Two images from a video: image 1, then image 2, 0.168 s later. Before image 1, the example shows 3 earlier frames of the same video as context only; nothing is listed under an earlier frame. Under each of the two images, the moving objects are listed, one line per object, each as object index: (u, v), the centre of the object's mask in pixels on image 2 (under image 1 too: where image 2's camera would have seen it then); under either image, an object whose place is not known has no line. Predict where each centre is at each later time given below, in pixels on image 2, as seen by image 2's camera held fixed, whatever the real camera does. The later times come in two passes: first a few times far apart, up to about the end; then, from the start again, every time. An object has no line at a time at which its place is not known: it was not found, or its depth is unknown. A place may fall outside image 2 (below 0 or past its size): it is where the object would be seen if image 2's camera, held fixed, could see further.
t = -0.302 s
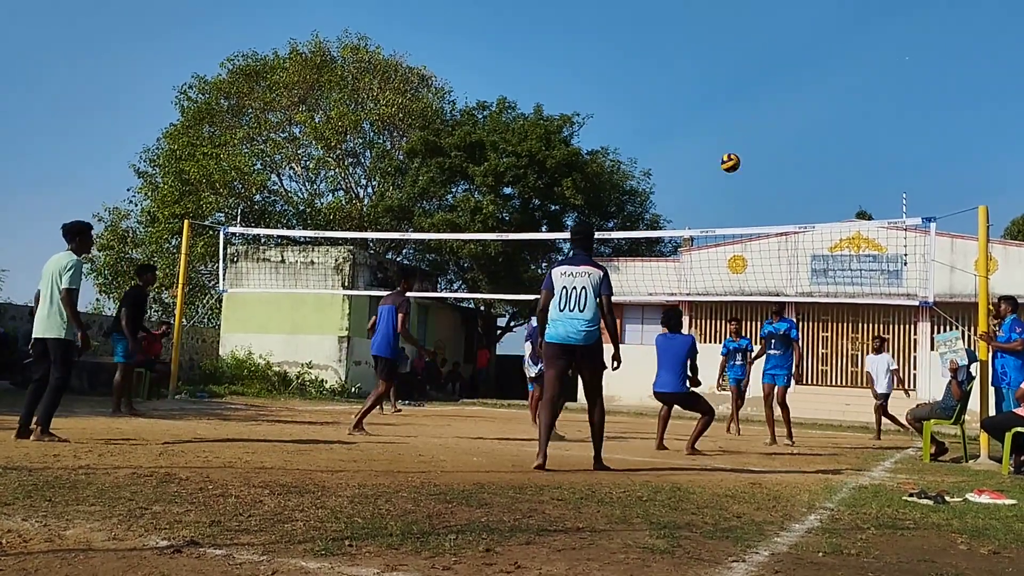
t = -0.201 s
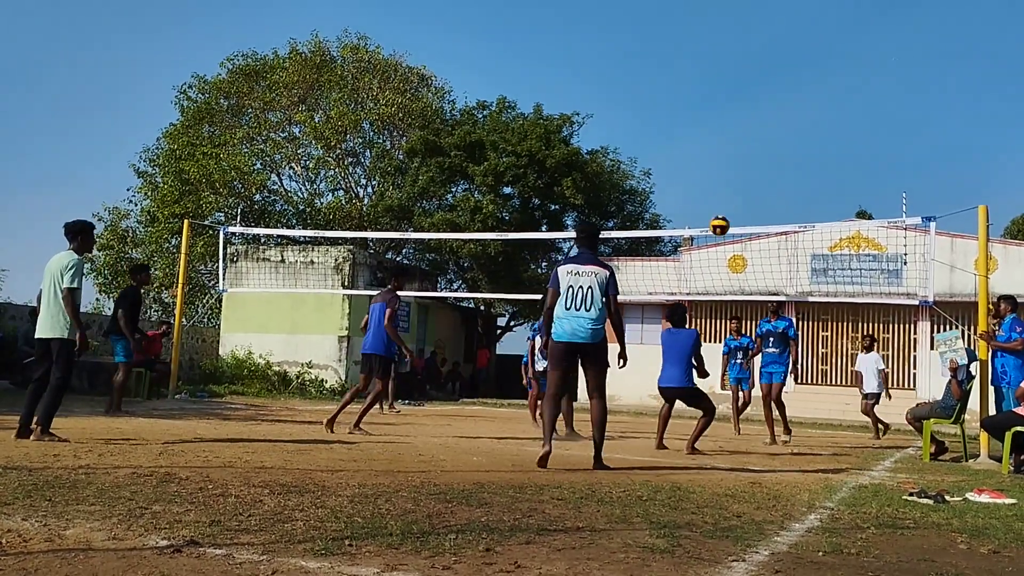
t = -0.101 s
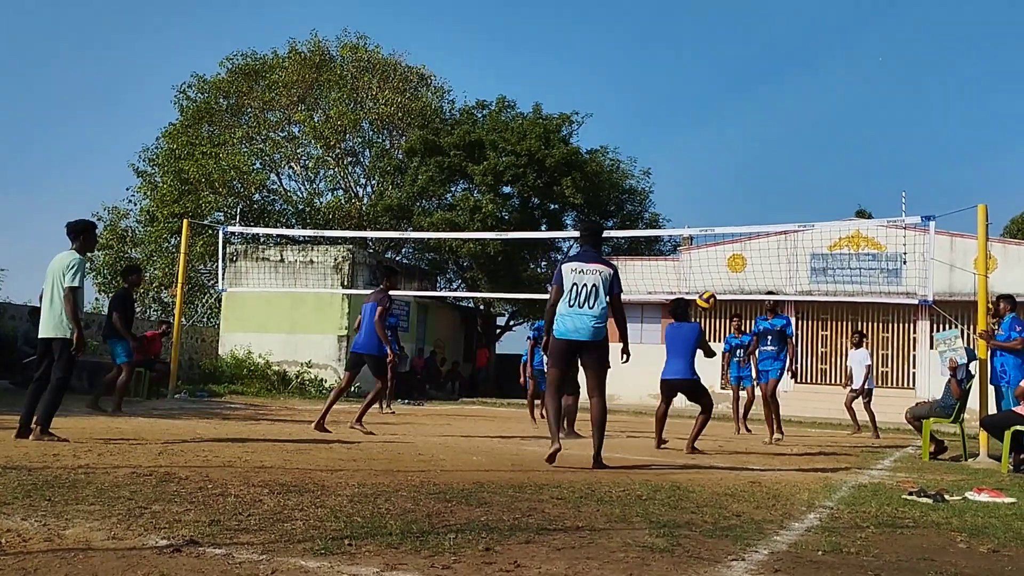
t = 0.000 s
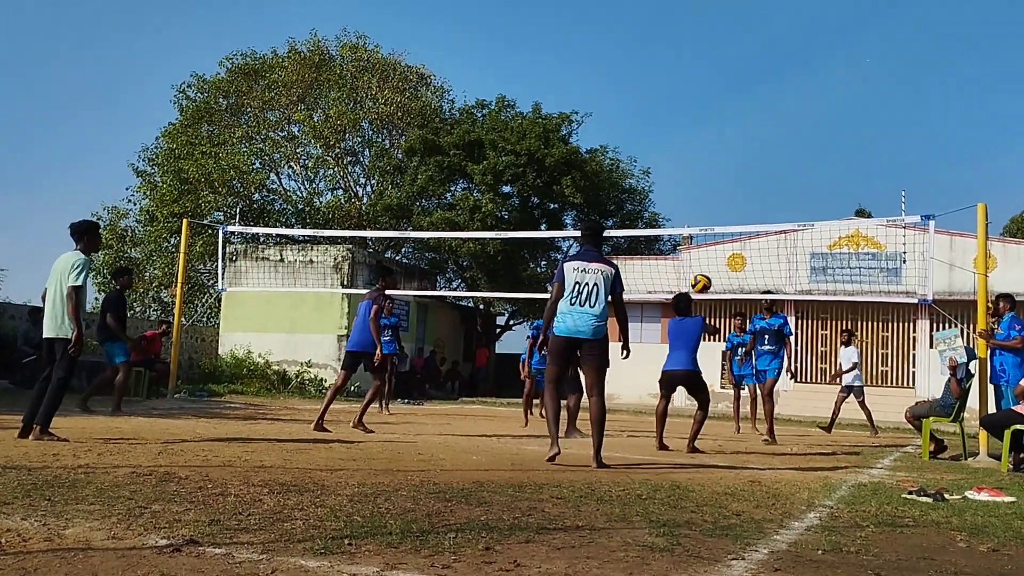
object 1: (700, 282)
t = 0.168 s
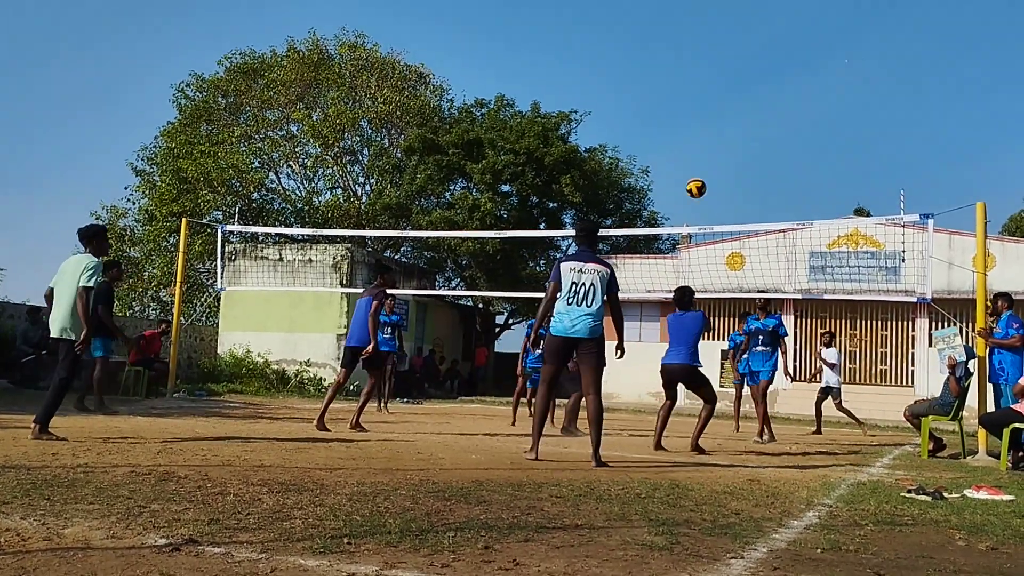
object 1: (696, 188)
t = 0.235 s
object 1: (694, 158)
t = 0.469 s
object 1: (687, 84)
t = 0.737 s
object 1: (676, 60)
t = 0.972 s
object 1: (664, 91)
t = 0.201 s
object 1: (695, 173)
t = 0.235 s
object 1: (694, 158)
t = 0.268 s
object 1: (694, 144)
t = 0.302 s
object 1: (693, 132)
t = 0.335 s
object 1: (691, 121)
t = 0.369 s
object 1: (691, 110)
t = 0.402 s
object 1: (689, 101)
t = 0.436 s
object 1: (688, 92)
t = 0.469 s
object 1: (687, 84)
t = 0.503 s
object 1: (686, 78)
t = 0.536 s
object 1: (685, 72)
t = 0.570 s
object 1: (683, 68)
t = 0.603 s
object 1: (682, 64)
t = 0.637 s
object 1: (680, 62)
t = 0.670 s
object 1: (679, 60)
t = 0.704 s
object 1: (677, 59)
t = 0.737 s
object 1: (676, 60)
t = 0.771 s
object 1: (674, 61)
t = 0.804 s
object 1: (673, 64)
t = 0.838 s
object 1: (671, 67)
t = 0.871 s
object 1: (669, 72)
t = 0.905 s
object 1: (667, 77)
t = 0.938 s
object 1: (666, 84)
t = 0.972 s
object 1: (664, 91)
